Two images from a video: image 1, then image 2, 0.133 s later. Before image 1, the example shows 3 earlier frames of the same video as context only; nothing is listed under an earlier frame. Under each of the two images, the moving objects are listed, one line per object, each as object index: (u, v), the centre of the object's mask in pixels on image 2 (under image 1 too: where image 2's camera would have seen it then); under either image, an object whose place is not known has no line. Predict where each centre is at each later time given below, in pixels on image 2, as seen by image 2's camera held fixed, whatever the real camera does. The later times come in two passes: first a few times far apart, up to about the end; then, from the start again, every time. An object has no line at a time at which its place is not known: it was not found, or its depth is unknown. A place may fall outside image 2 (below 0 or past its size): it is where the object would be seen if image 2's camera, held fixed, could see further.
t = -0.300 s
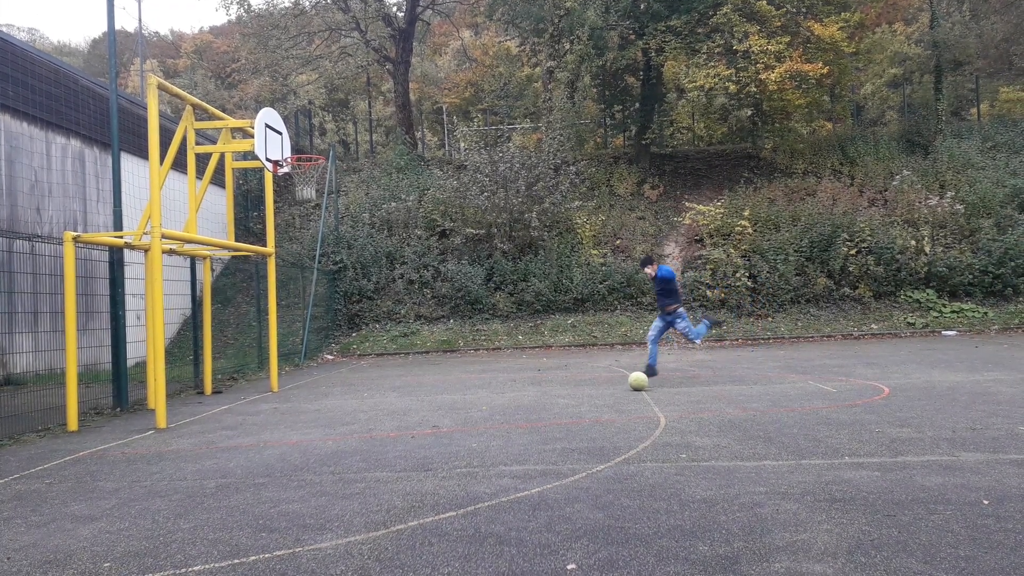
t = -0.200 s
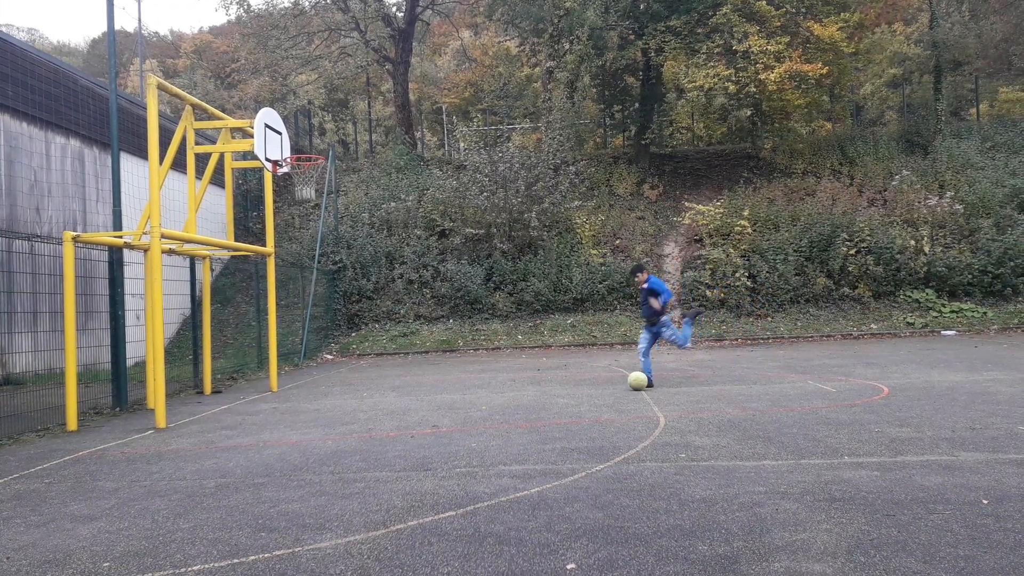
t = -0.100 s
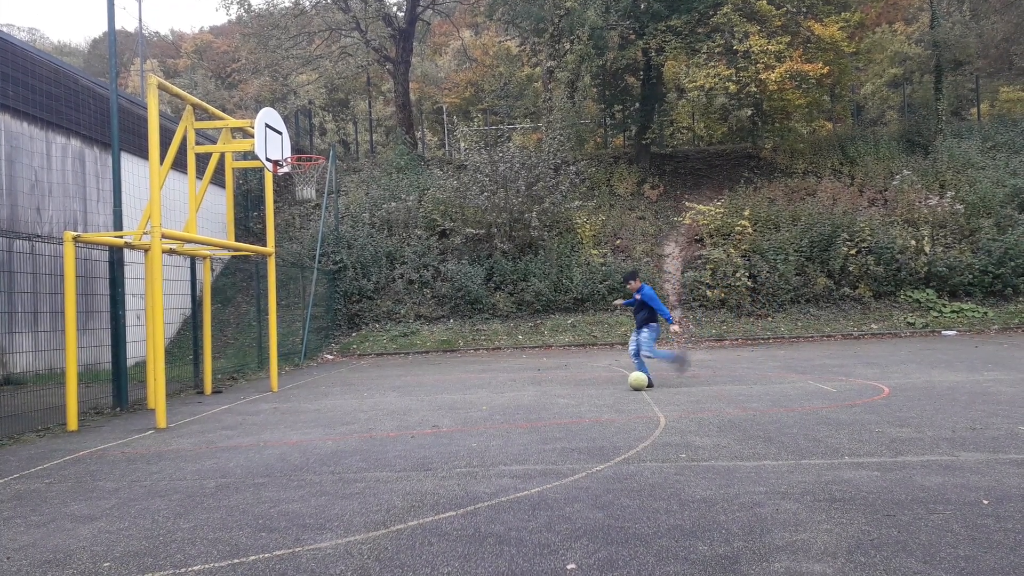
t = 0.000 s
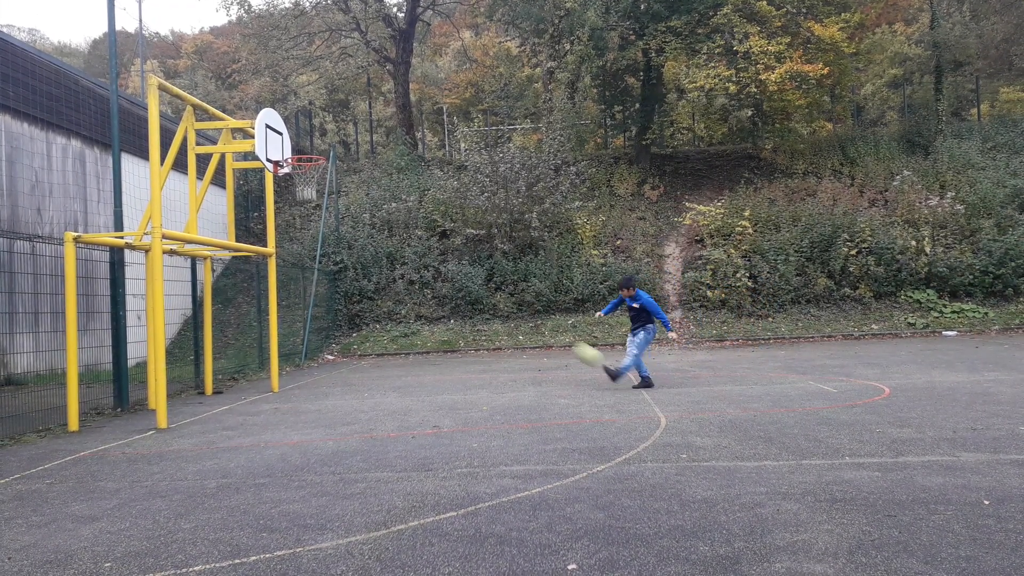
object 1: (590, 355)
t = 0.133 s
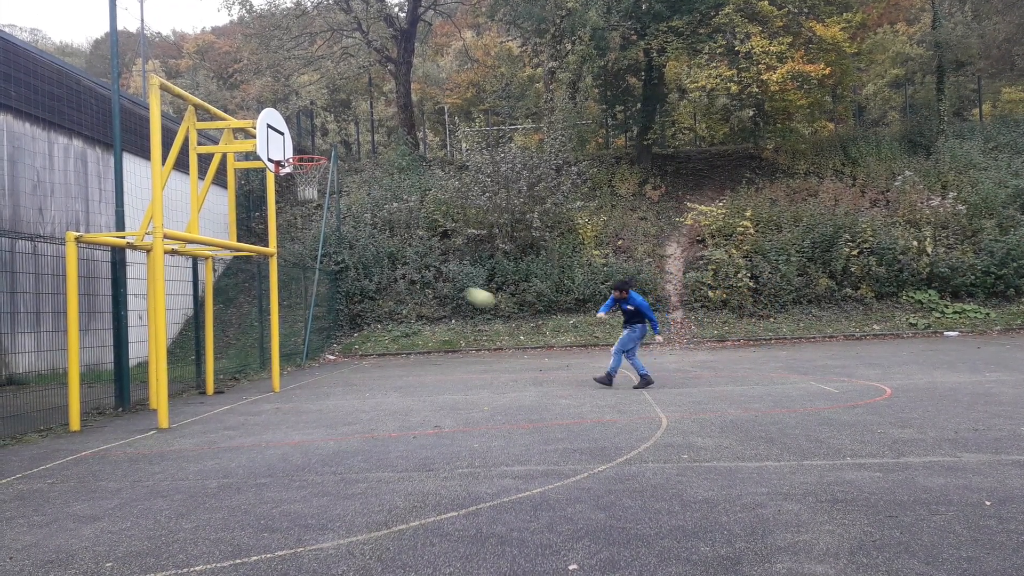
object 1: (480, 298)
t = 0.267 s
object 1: (378, 255)
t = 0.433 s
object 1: (254, 223)
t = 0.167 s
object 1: (454, 286)
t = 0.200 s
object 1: (428, 274)
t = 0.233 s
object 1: (403, 265)
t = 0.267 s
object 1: (378, 255)
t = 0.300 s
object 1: (353, 247)
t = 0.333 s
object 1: (329, 240)
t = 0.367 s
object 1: (304, 234)
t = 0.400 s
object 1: (282, 228)
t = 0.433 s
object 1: (254, 223)
